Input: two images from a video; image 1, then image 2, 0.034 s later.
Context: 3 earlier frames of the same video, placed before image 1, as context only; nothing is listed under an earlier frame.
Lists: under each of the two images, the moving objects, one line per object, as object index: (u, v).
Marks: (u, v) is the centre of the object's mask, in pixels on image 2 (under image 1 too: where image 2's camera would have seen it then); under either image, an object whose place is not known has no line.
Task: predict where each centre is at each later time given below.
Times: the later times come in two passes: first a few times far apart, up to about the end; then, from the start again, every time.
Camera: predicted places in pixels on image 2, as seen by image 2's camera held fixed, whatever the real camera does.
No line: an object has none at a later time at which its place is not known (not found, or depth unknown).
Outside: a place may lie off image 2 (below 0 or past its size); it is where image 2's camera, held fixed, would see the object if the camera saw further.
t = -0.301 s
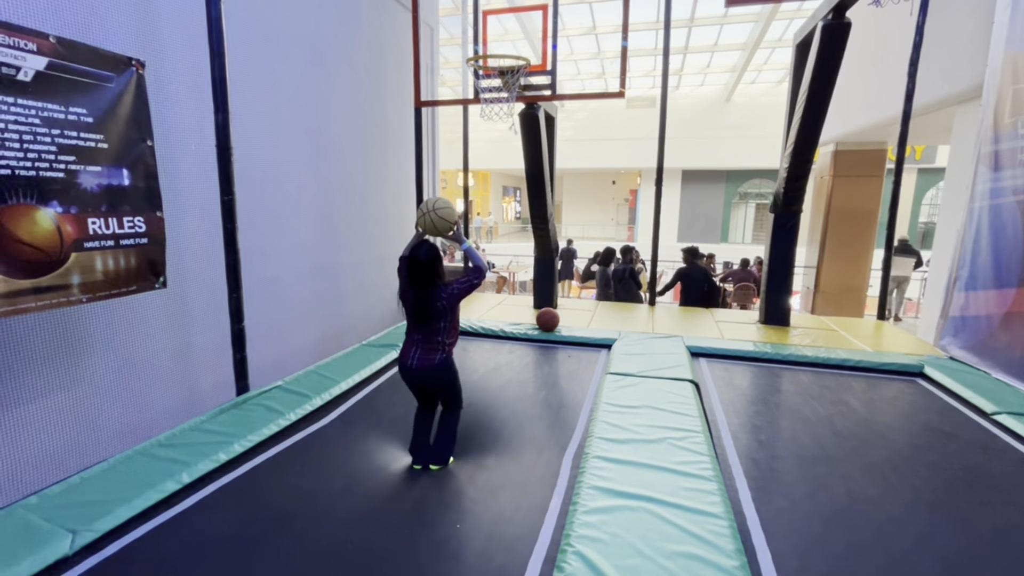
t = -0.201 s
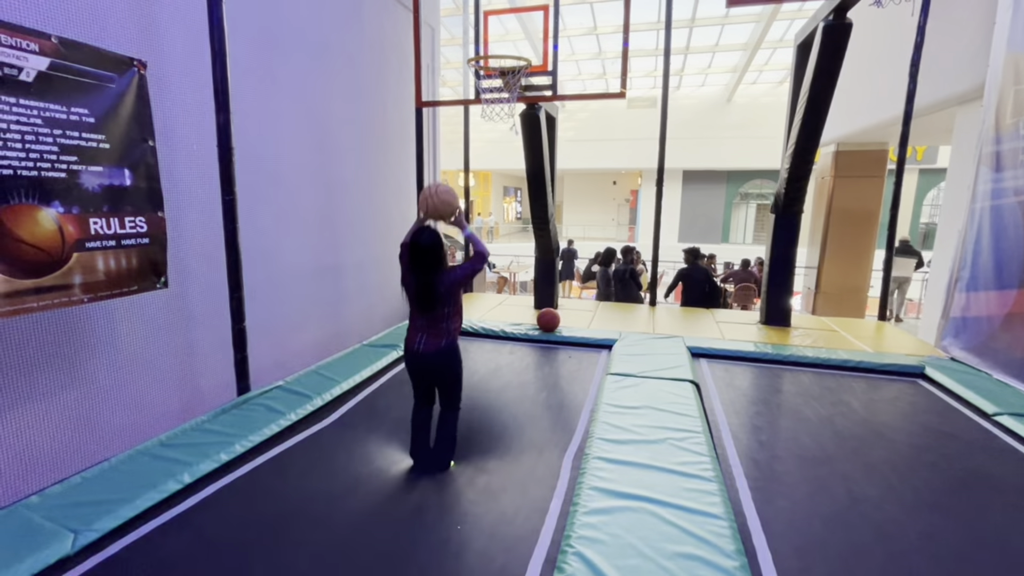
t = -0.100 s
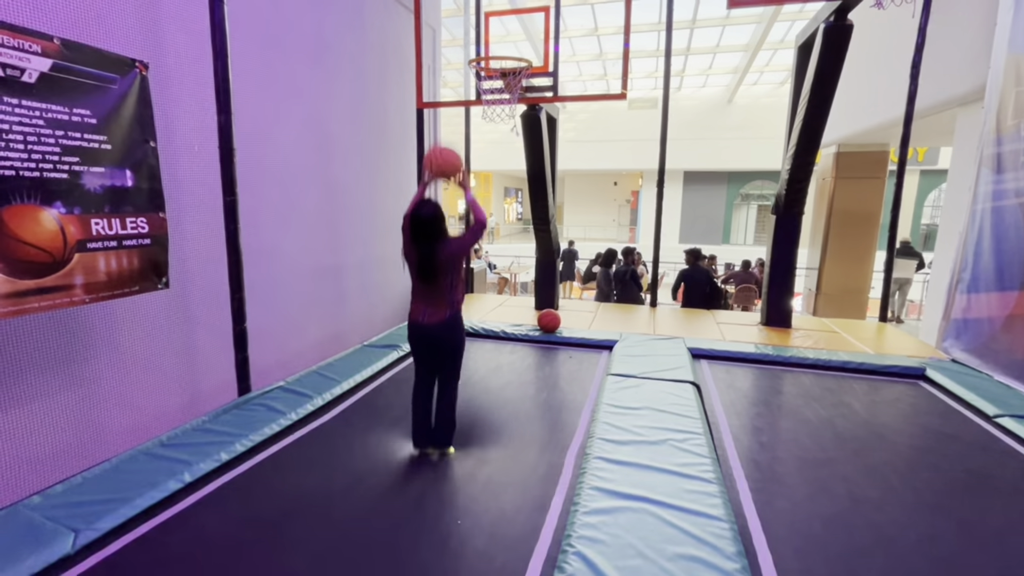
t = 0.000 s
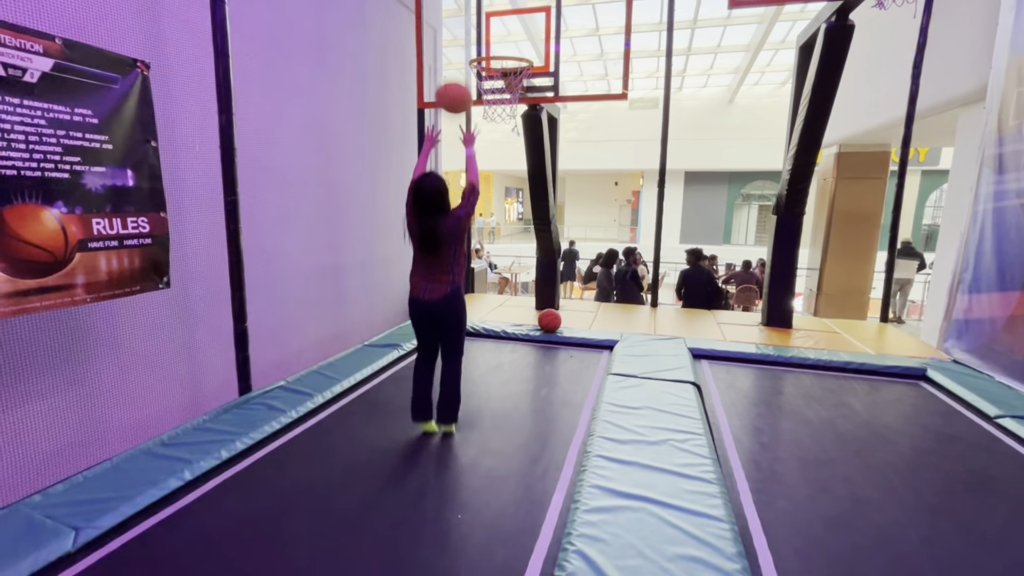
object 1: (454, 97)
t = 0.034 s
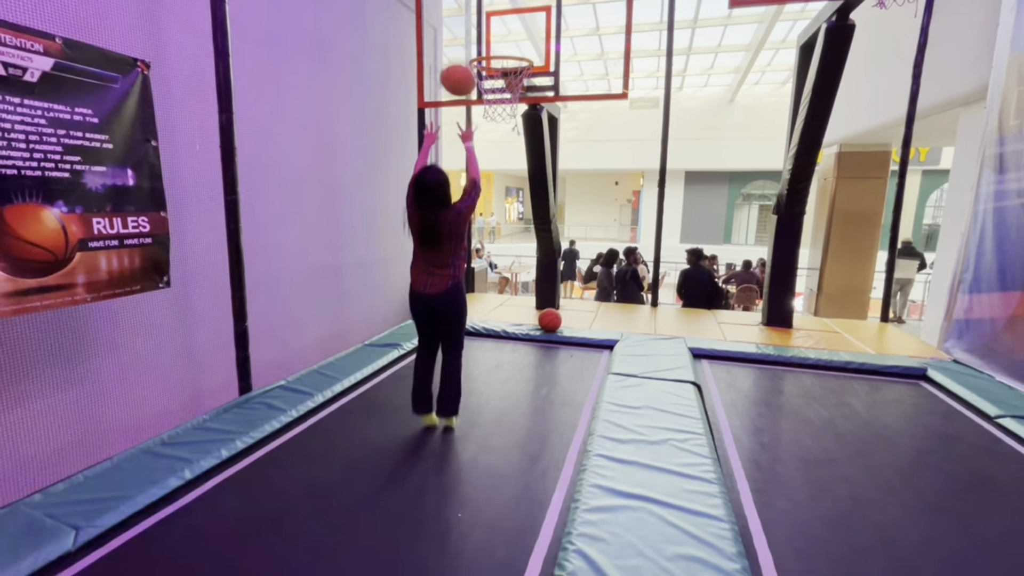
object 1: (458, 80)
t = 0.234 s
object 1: (478, 25)
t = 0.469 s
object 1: (496, 45)
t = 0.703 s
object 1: (504, 95)
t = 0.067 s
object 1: (462, 65)
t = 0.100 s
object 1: (465, 53)
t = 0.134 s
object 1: (469, 43)
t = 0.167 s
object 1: (472, 34)
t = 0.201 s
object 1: (475, 29)
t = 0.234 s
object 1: (478, 25)
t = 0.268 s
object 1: (481, 23)
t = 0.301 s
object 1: (484, 23)
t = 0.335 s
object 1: (486, 25)
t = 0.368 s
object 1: (489, 28)
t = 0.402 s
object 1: (491, 33)
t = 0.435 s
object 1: (493, 39)
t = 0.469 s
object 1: (496, 45)
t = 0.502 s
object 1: (499, 49)
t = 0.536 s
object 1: (500, 66)
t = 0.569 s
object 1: (502, 76)
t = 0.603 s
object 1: (504, 84)
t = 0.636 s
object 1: (505, 90)
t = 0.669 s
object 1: (504, 93)
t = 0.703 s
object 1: (504, 95)
